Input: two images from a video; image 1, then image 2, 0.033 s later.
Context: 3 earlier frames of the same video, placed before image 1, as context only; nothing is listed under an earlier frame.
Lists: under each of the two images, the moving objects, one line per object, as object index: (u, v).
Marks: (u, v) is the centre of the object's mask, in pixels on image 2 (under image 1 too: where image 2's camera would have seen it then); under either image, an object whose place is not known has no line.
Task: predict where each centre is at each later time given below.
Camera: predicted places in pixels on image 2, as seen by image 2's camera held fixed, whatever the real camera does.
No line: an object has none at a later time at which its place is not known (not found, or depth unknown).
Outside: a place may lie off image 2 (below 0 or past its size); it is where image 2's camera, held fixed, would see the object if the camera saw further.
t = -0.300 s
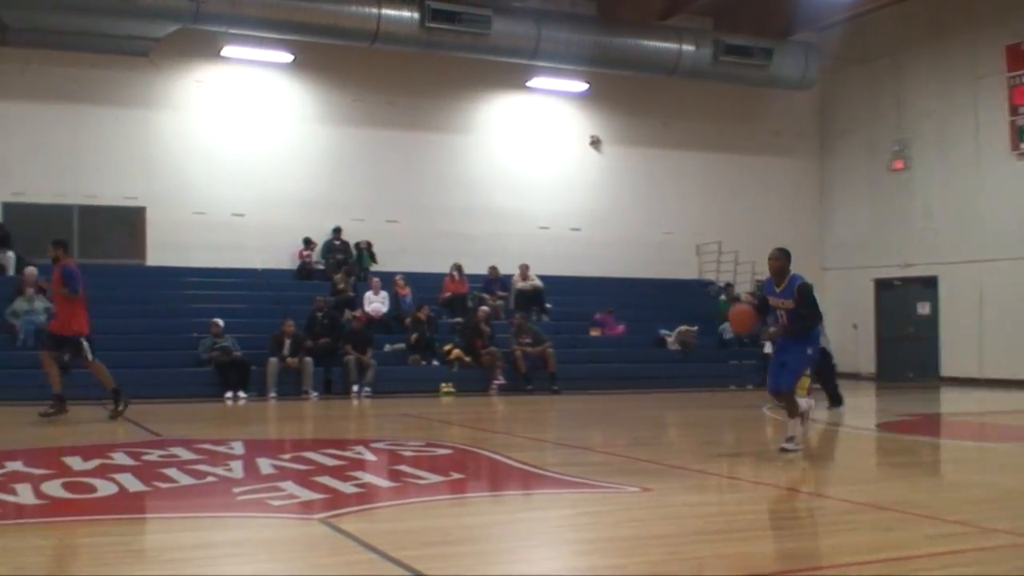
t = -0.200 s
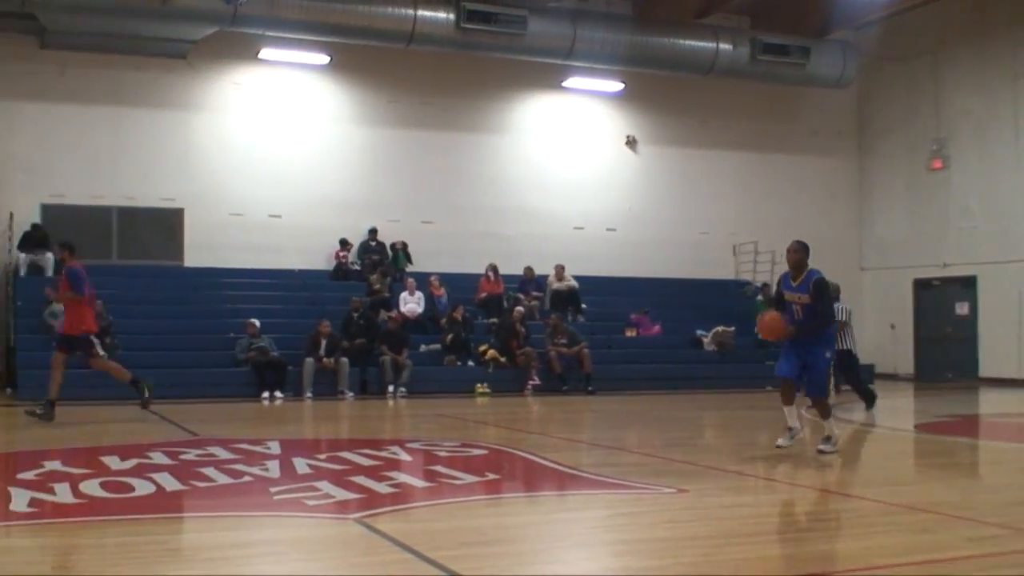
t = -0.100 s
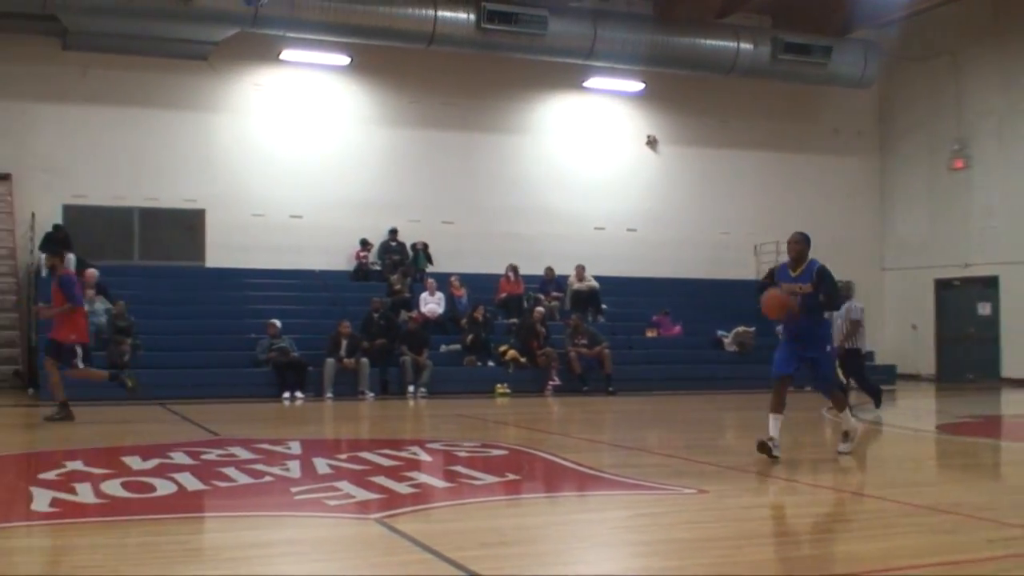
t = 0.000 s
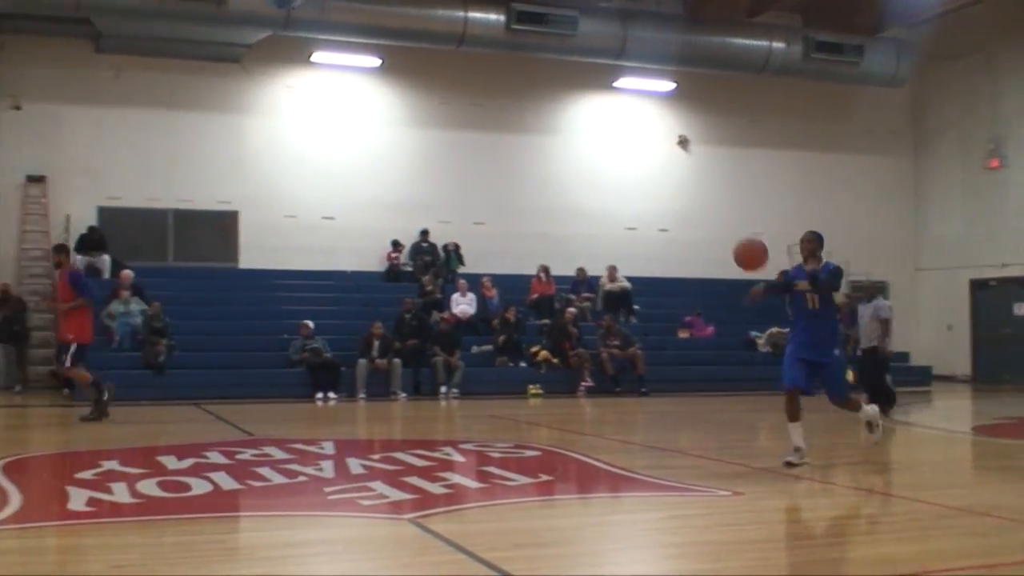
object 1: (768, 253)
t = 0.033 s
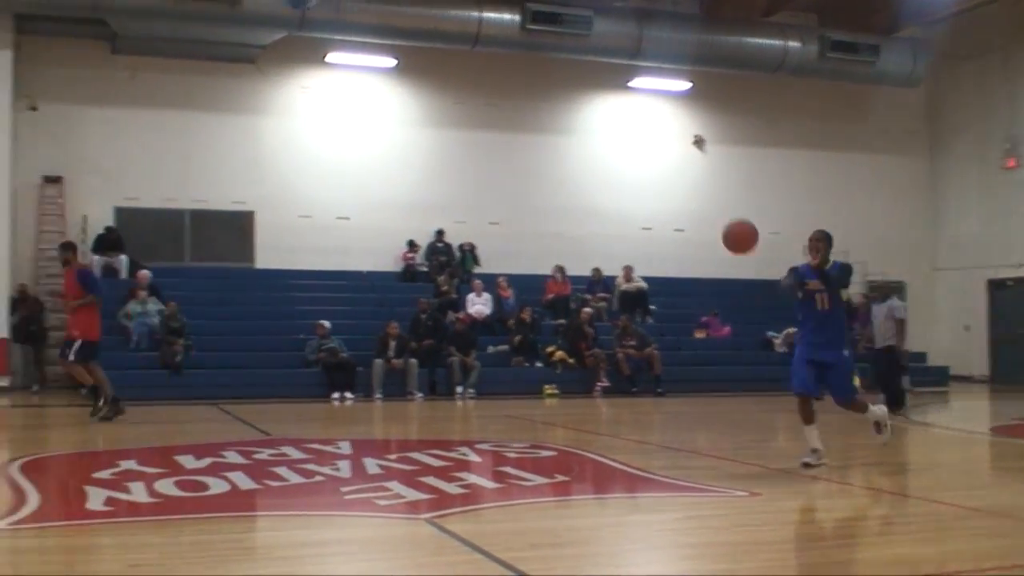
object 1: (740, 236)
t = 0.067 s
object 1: (711, 219)
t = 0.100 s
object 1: (680, 201)
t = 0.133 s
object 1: (645, 184)
